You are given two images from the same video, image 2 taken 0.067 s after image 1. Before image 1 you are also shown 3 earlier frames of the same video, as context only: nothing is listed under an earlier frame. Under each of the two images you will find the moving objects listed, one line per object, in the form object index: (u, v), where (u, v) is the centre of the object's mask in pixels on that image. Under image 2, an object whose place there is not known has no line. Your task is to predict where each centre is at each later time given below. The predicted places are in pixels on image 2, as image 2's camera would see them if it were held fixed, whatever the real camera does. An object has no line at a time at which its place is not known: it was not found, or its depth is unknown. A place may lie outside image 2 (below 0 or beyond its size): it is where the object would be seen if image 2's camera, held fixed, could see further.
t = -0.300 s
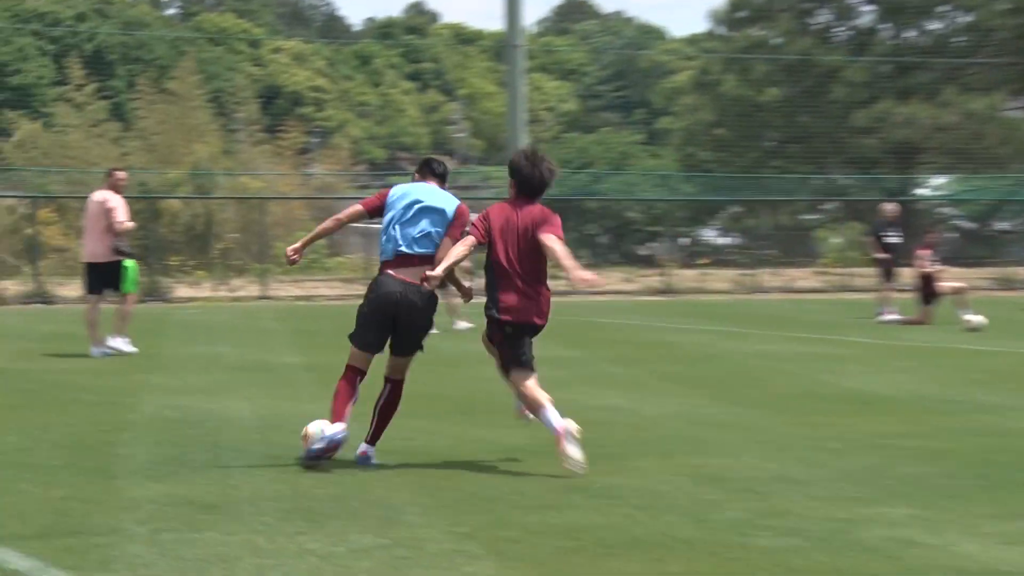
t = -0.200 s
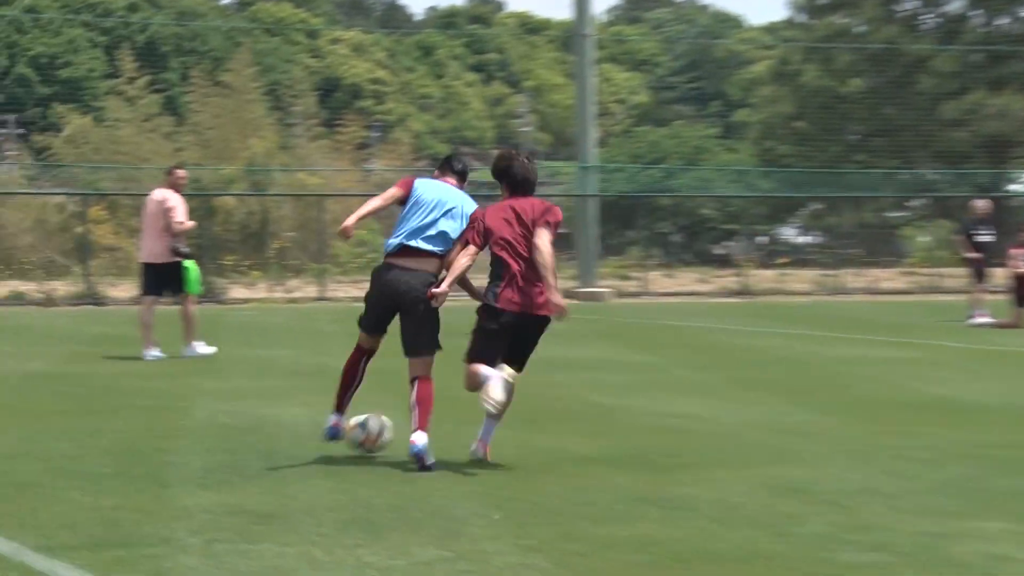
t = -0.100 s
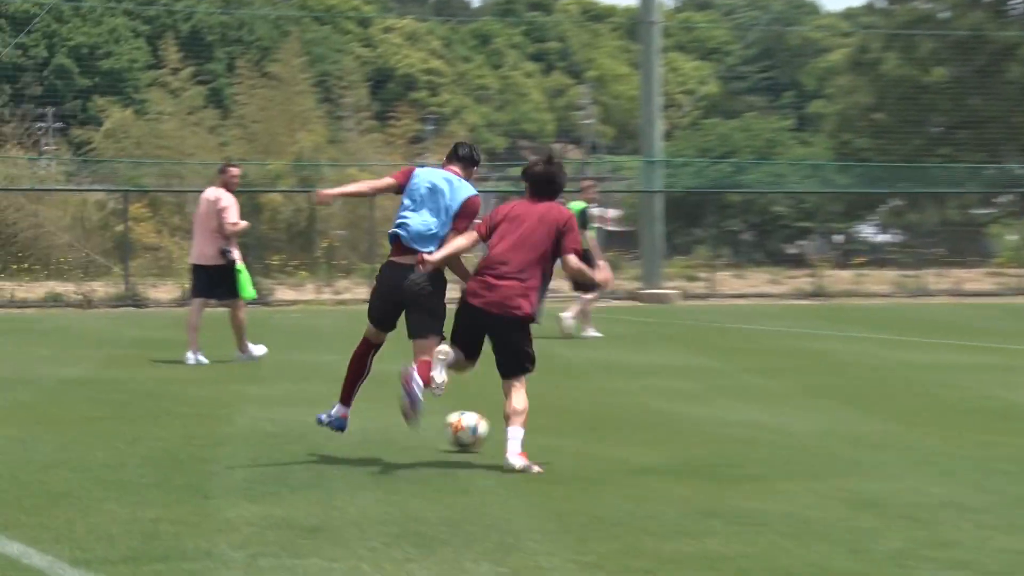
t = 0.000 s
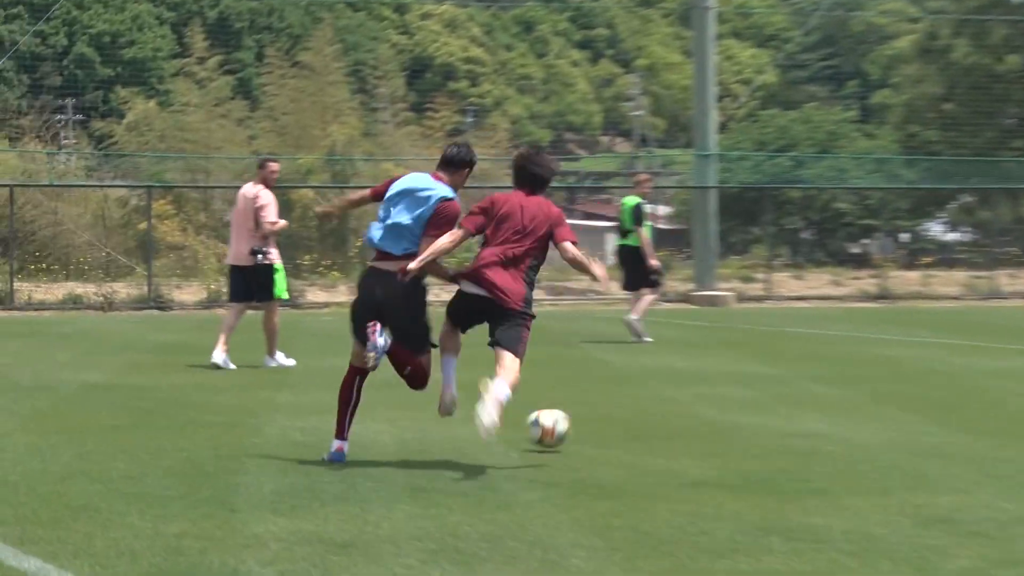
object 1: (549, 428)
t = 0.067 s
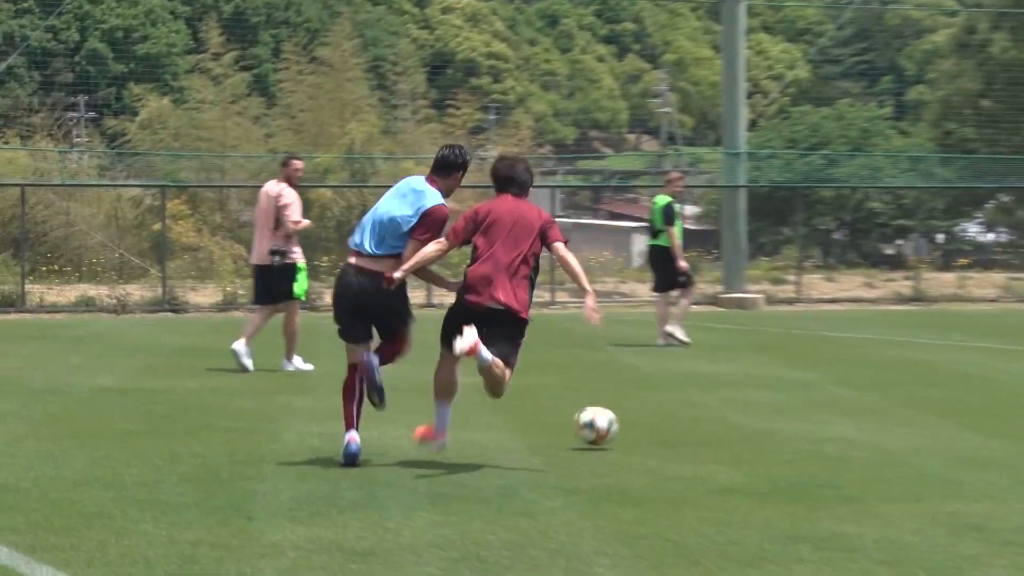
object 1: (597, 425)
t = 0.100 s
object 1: (608, 424)
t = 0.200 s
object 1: (637, 415)
